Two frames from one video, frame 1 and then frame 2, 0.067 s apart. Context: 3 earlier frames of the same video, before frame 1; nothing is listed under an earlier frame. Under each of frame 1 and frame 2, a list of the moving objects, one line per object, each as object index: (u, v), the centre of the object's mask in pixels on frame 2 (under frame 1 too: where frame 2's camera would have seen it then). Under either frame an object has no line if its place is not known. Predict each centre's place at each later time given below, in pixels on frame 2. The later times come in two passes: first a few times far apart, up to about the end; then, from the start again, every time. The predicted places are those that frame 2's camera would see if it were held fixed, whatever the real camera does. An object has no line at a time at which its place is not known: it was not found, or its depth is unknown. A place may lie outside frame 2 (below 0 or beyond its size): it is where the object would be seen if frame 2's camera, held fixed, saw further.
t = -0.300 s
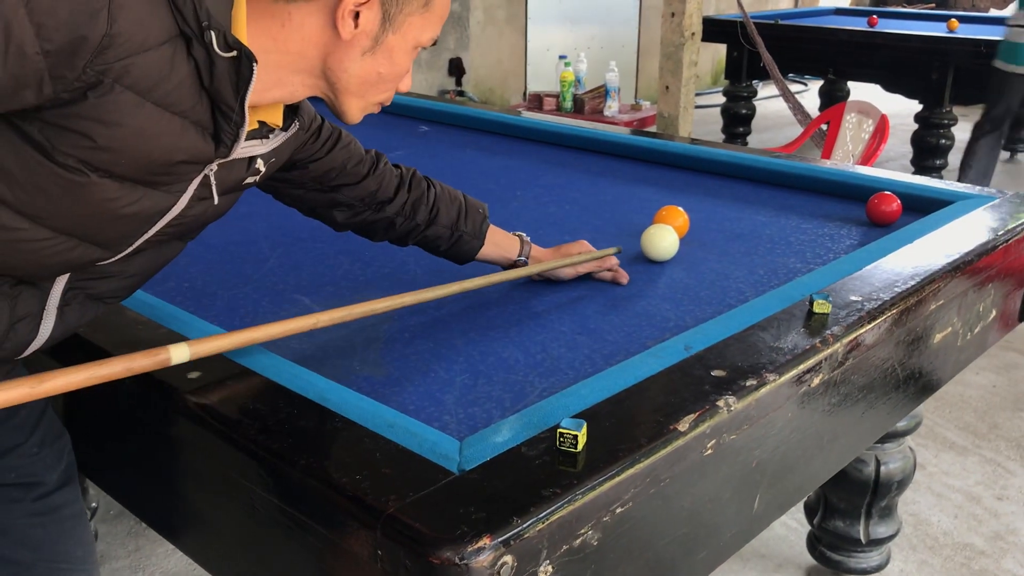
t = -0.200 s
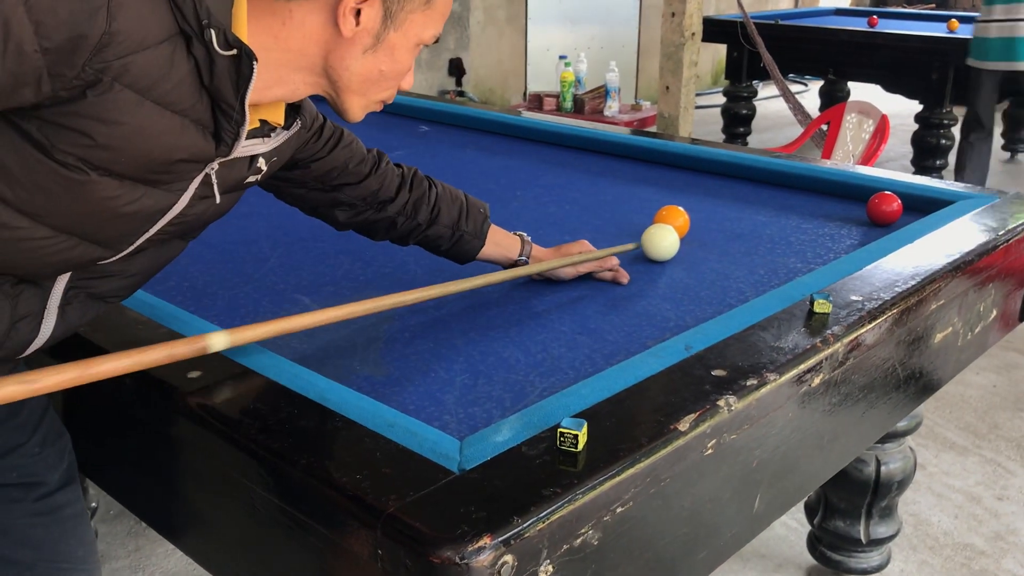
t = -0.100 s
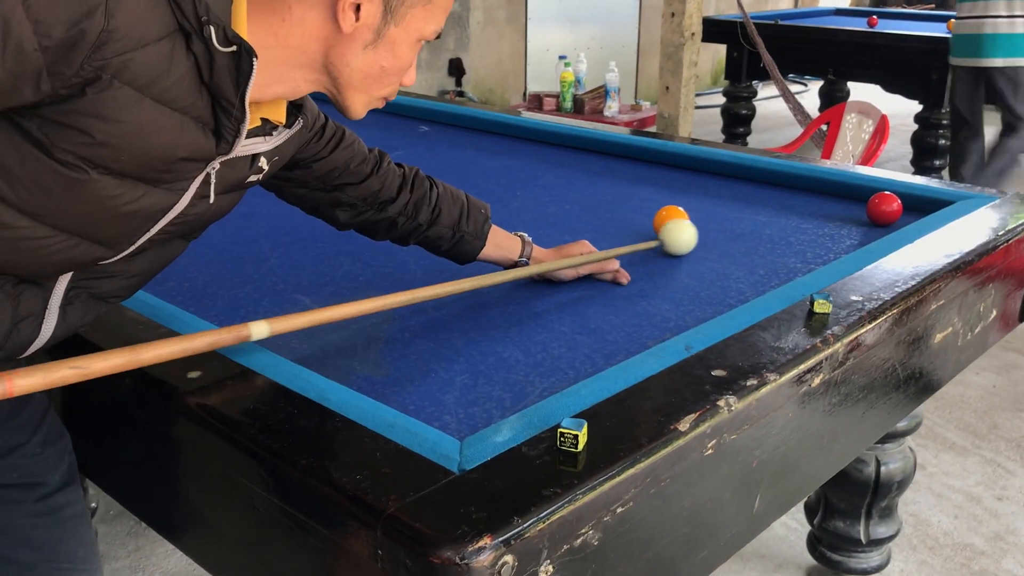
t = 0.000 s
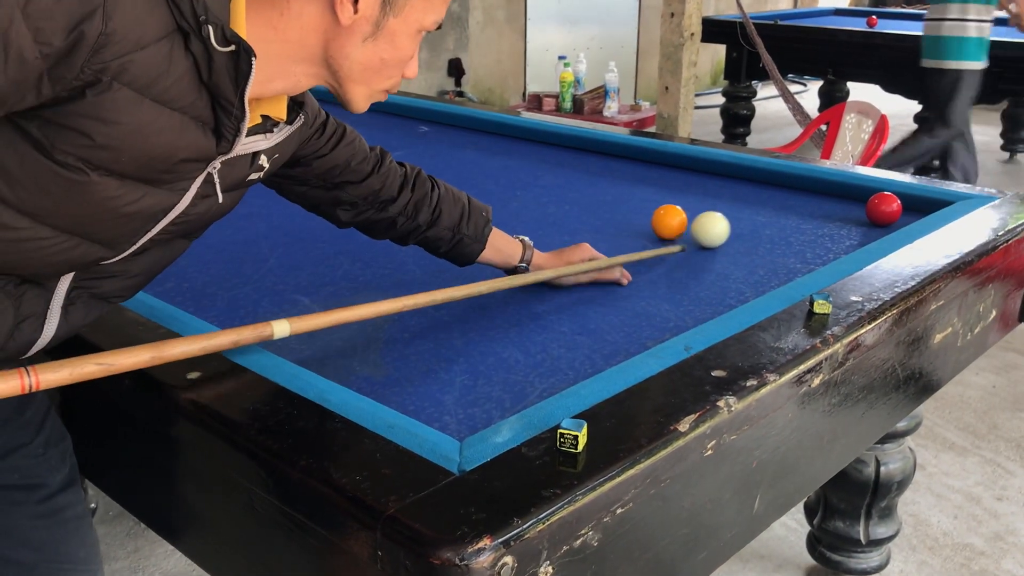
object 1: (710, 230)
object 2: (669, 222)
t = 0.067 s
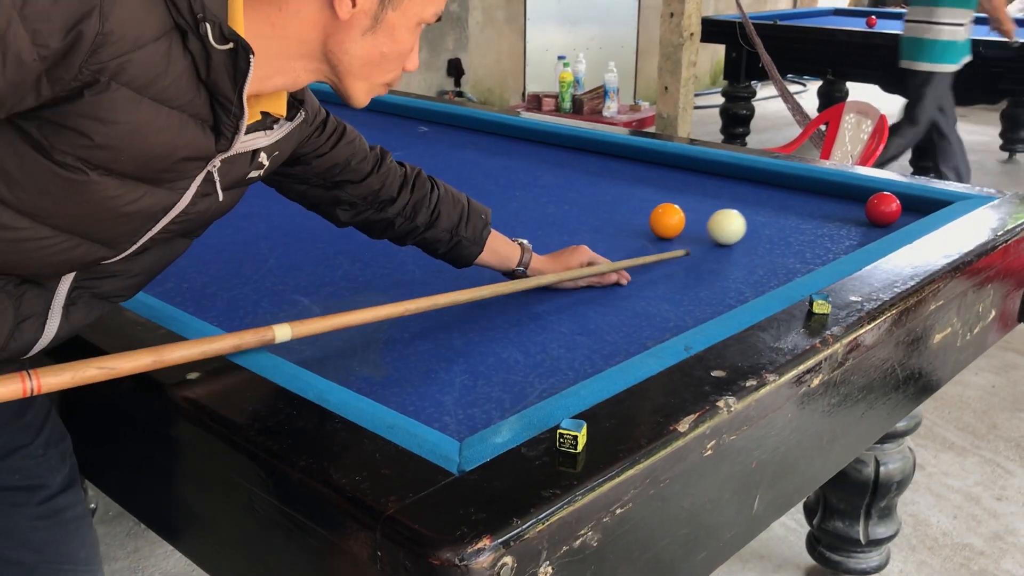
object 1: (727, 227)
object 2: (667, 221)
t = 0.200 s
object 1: (759, 221)
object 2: (664, 218)
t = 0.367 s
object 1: (798, 215)
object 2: (662, 216)
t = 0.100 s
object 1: (735, 225)
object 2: (666, 220)
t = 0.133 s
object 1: (743, 224)
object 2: (666, 220)
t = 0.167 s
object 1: (751, 223)
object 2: (665, 219)
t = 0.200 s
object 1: (759, 221)
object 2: (664, 218)
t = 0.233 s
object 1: (767, 220)
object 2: (664, 218)
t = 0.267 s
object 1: (775, 218)
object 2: (663, 217)
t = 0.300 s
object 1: (783, 217)
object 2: (663, 217)
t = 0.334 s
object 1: (790, 216)
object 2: (662, 216)
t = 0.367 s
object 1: (798, 215)
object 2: (662, 216)
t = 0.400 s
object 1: (805, 213)
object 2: (662, 215)
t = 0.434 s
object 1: (813, 212)
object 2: (661, 215)
